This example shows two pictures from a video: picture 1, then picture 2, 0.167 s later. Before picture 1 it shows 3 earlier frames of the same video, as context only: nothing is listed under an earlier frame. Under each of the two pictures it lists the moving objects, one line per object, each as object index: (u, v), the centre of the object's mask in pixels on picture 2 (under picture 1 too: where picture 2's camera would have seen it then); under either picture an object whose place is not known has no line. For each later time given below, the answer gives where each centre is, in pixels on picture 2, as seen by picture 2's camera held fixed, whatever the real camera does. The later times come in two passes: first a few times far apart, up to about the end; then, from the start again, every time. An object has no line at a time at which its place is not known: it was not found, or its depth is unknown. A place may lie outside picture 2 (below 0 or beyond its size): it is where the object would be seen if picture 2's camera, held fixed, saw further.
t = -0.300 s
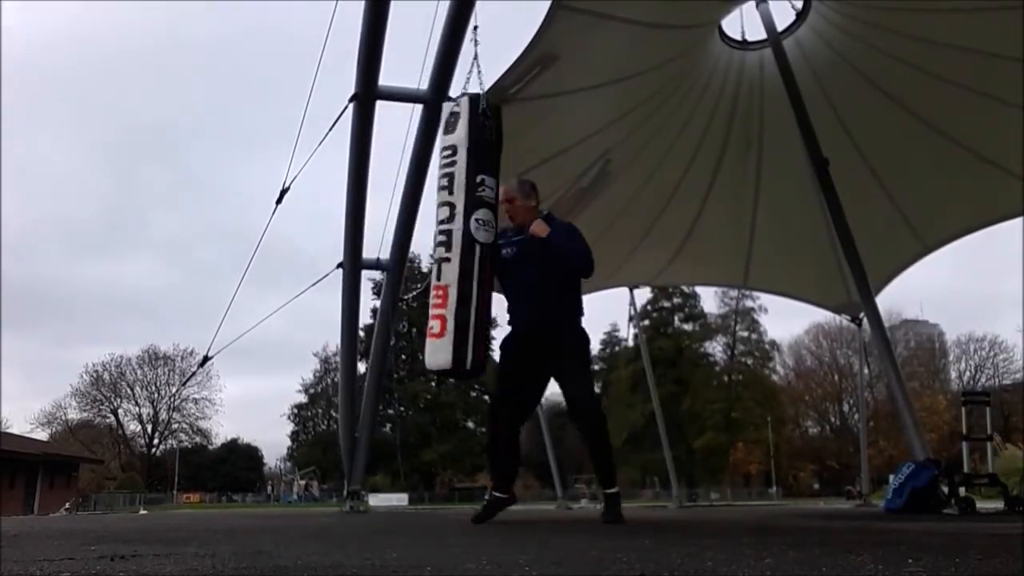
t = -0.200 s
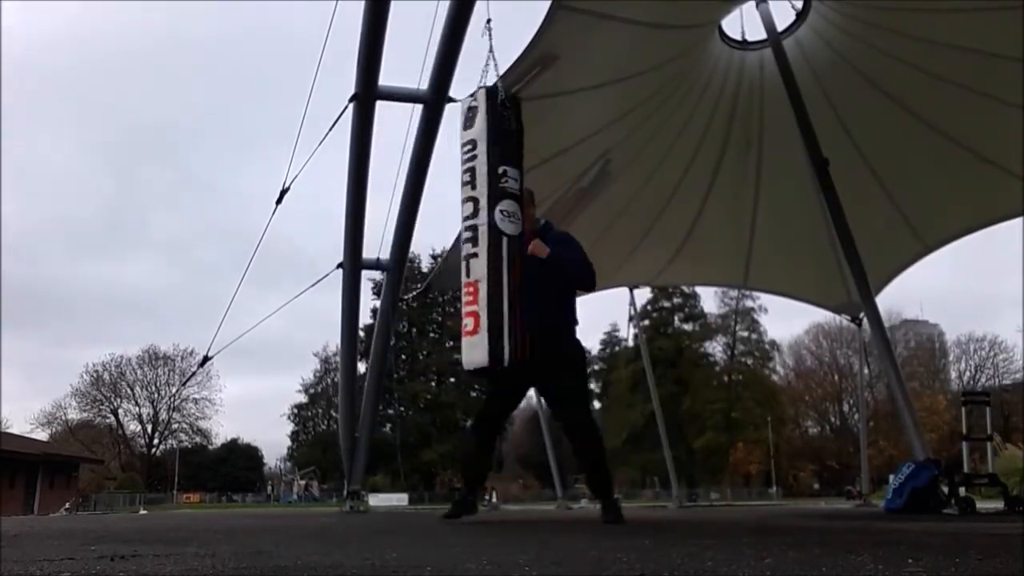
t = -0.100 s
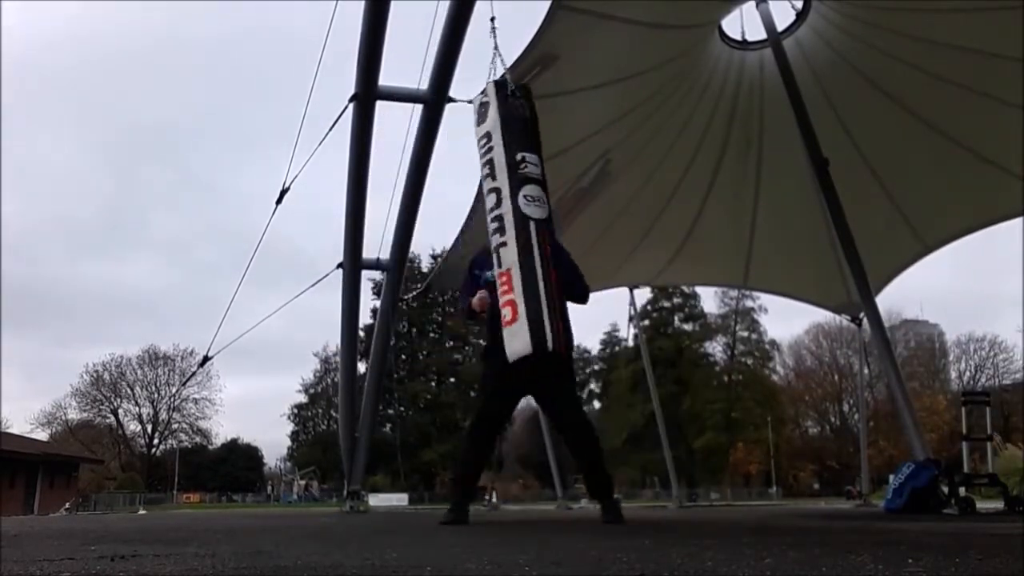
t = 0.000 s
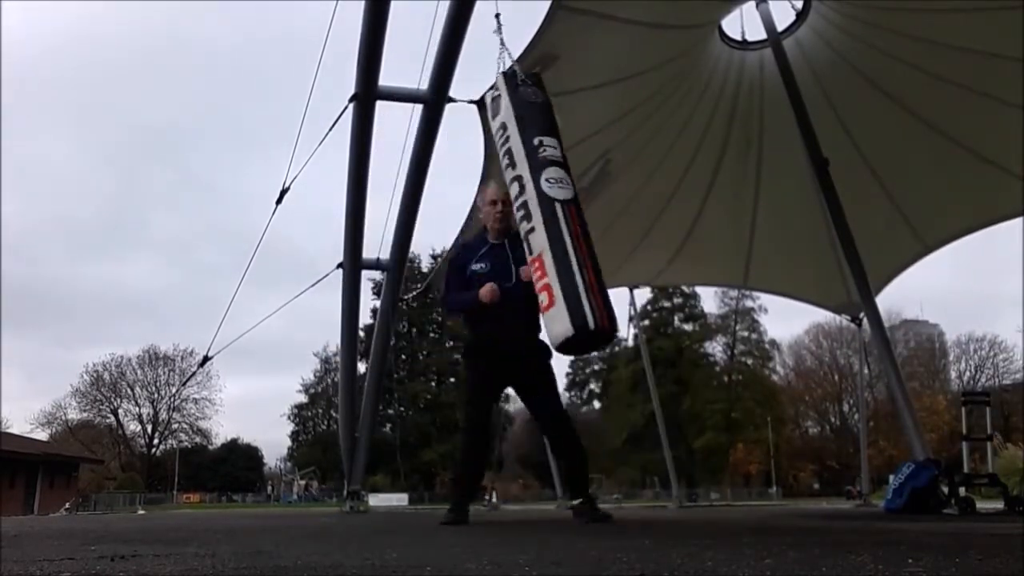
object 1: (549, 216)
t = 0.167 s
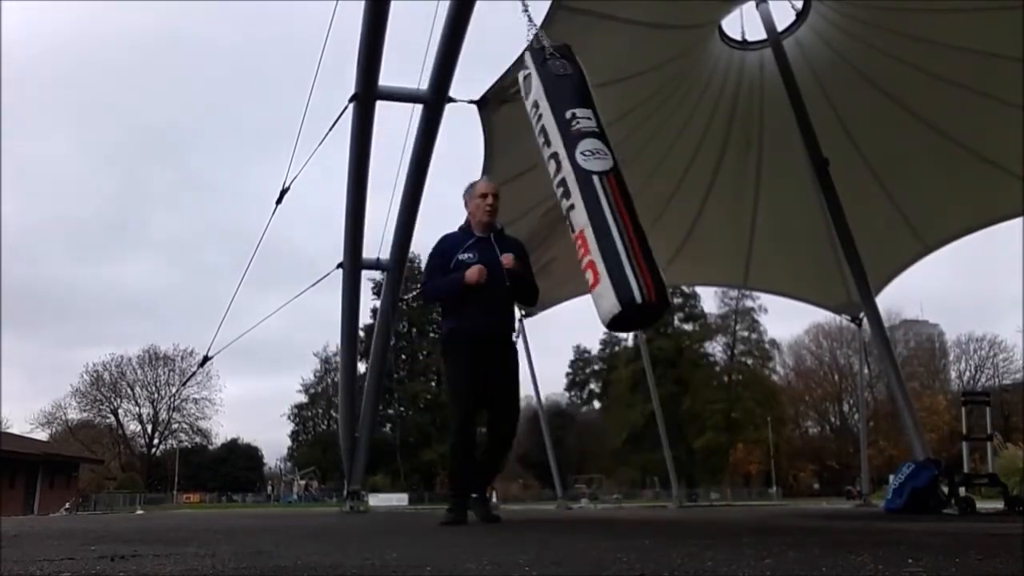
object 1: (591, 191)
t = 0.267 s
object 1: (611, 177)
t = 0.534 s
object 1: (631, 162)
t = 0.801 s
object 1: (597, 179)
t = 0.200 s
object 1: (599, 186)
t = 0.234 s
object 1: (605, 181)
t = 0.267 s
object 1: (611, 177)
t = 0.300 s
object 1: (616, 173)
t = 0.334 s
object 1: (620, 170)
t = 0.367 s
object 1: (624, 167)
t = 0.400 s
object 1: (627, 165)
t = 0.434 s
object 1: (630, 164)
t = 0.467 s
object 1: (631, 164)
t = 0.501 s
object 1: (631, 162)
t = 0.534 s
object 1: (631, 162)
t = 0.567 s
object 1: (629, 161)
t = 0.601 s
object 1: (627, 162)
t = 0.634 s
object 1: (624, 163)
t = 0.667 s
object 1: (620, 164)
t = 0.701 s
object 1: (616, 168)
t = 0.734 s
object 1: (610, 172)
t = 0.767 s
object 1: (604, 175)
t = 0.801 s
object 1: (597, 179)
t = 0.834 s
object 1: (590, 183)
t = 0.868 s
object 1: (583, 187)
